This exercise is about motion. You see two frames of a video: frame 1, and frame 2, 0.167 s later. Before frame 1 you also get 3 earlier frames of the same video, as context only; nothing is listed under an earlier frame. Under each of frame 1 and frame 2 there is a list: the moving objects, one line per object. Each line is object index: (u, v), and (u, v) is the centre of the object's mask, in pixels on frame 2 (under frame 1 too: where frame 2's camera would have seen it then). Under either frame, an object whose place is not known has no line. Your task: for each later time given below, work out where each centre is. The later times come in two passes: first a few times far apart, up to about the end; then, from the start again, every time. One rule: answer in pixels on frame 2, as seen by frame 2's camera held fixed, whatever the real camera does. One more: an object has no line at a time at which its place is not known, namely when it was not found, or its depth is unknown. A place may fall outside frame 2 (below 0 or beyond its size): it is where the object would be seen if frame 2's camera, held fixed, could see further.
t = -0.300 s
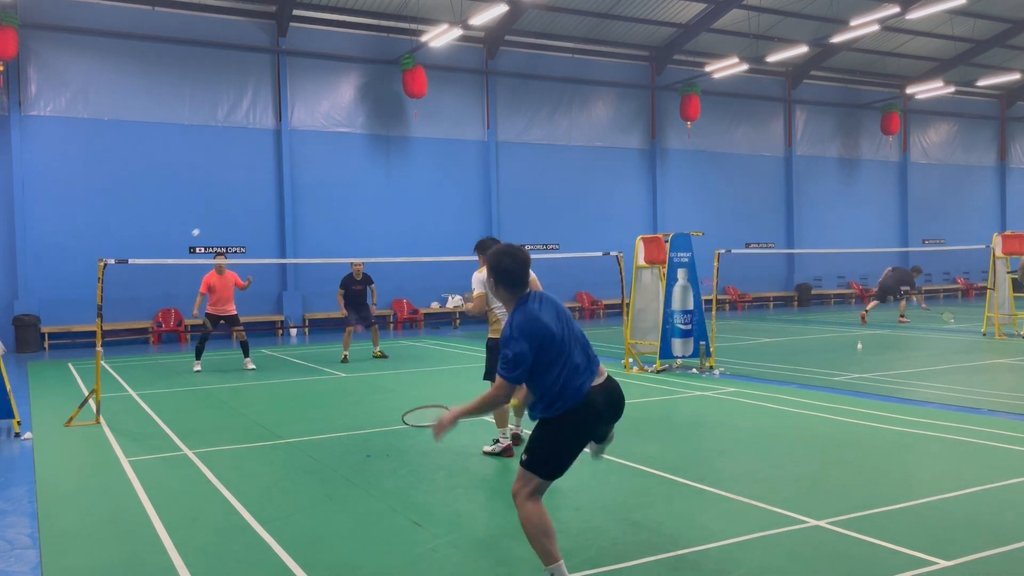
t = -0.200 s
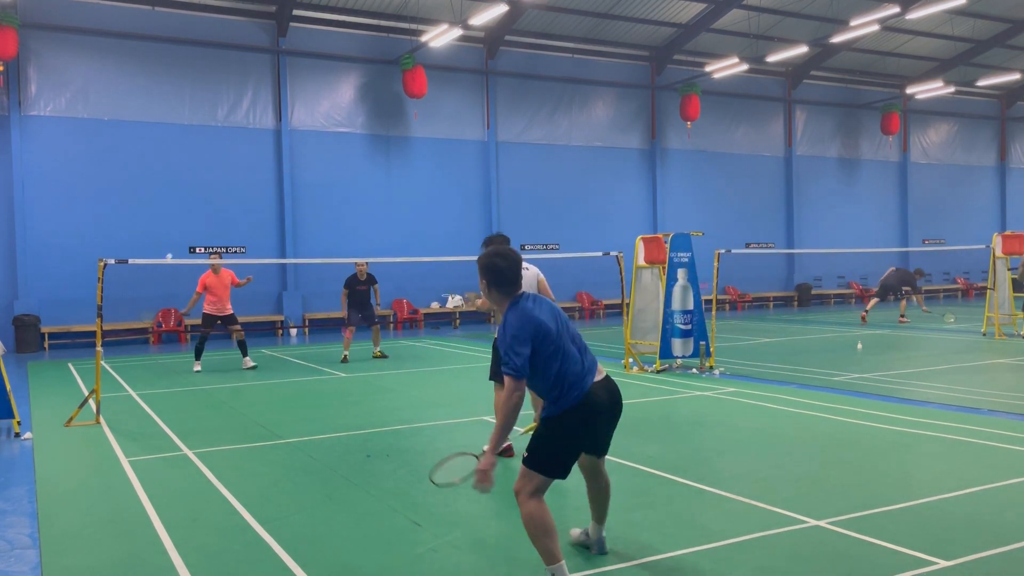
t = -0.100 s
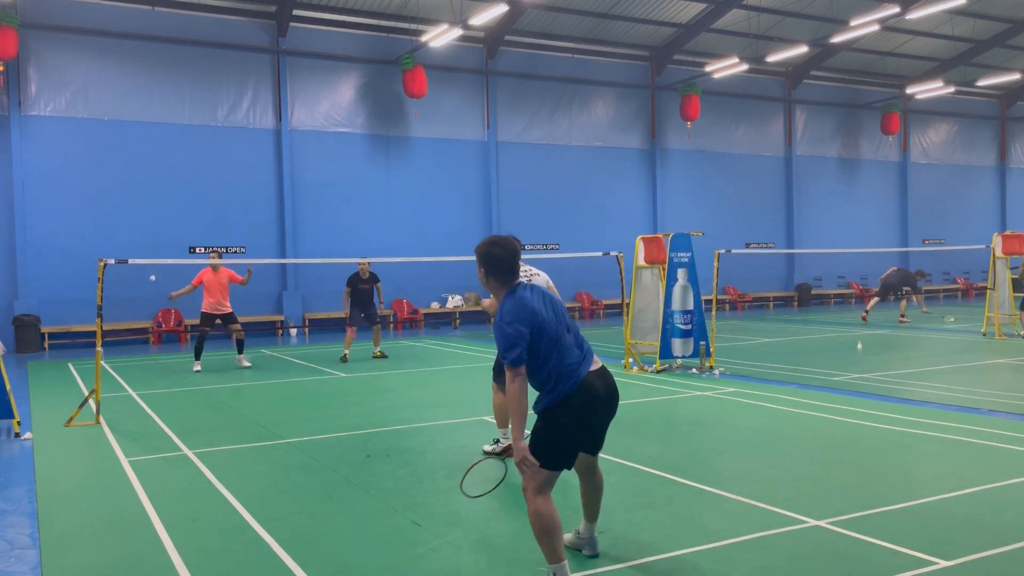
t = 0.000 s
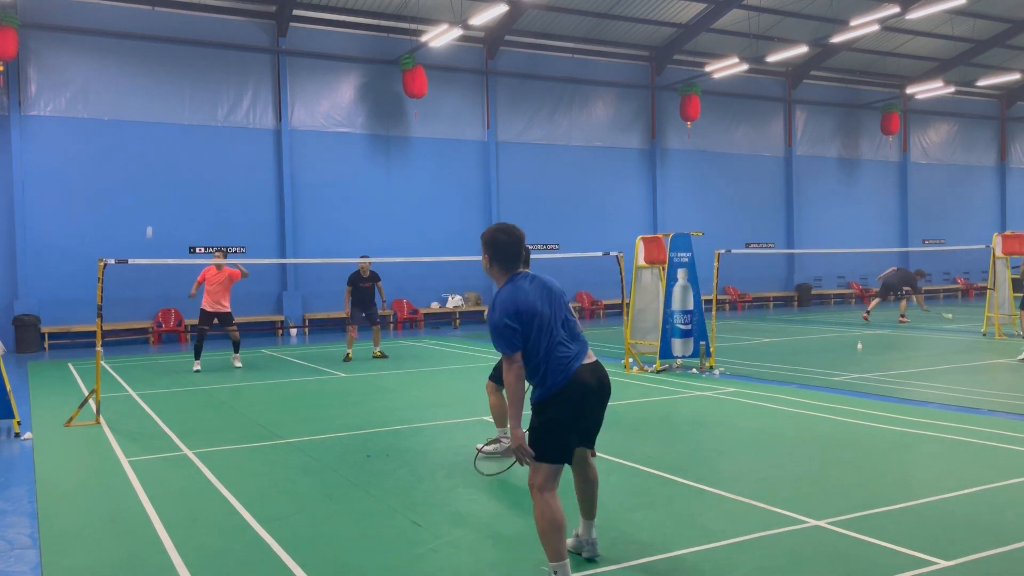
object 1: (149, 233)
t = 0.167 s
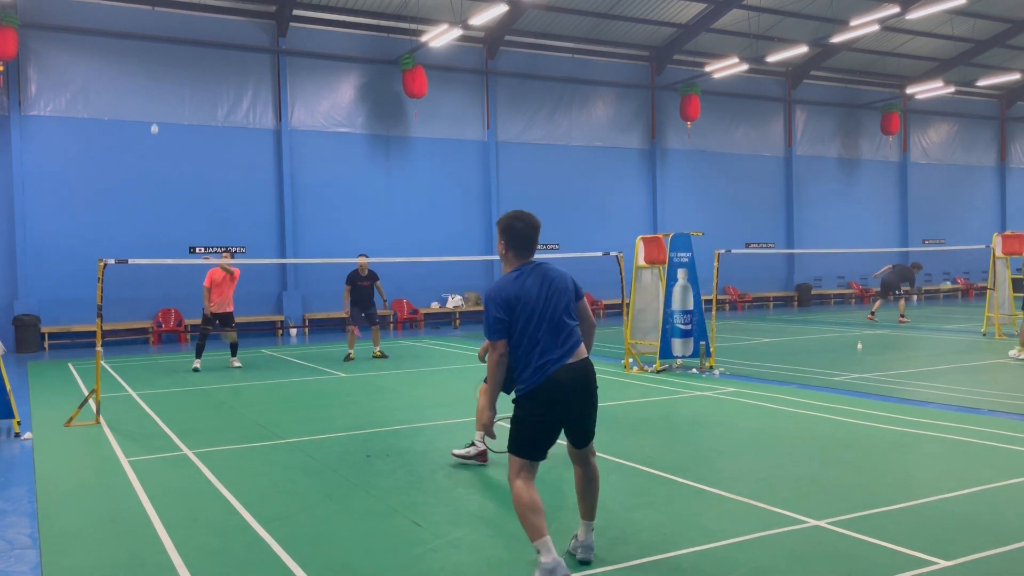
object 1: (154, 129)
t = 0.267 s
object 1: (157, 86)
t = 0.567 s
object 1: (162, 27)
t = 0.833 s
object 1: (165, 66)
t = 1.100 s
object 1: (168, 197)
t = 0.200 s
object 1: (155, 114)
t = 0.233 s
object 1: (155, 99)
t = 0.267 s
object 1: (157, 86)
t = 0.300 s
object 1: (158, 75)
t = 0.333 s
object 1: (158, 65)
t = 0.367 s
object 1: (158, 55)
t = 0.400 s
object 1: (159, 47)
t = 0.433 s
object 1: (160, 41)
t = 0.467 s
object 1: (161, 36)
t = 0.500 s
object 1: (161, 32)
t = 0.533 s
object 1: (161, 29)
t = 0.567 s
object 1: (162, 27)
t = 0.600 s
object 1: (163, 27)
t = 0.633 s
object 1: (163, 29)
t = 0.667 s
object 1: (163, 31)
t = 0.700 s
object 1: (163, 35)
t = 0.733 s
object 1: (164, 40)
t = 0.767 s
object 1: (164, 47)
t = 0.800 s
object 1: (165, 56)
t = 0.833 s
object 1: (165, 66)
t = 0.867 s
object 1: (165, 78)
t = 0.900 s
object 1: (165, 90)
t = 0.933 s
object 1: (165, 104)
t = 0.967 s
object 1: (166, 120)
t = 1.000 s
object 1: (167, 137)
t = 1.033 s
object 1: (168, 156)
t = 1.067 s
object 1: (168, 176)
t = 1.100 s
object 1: (168, 197)
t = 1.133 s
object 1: (168, 219)
